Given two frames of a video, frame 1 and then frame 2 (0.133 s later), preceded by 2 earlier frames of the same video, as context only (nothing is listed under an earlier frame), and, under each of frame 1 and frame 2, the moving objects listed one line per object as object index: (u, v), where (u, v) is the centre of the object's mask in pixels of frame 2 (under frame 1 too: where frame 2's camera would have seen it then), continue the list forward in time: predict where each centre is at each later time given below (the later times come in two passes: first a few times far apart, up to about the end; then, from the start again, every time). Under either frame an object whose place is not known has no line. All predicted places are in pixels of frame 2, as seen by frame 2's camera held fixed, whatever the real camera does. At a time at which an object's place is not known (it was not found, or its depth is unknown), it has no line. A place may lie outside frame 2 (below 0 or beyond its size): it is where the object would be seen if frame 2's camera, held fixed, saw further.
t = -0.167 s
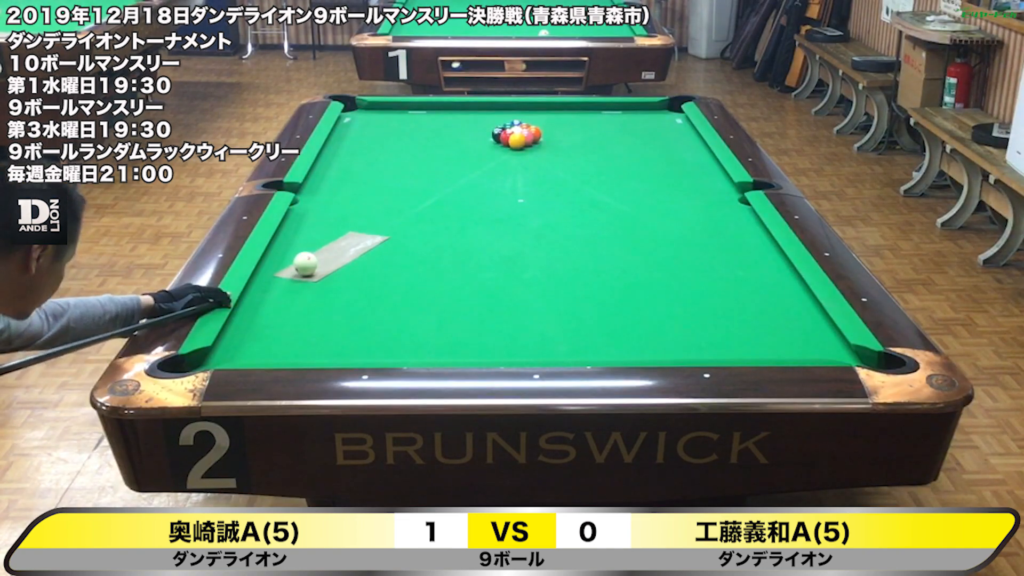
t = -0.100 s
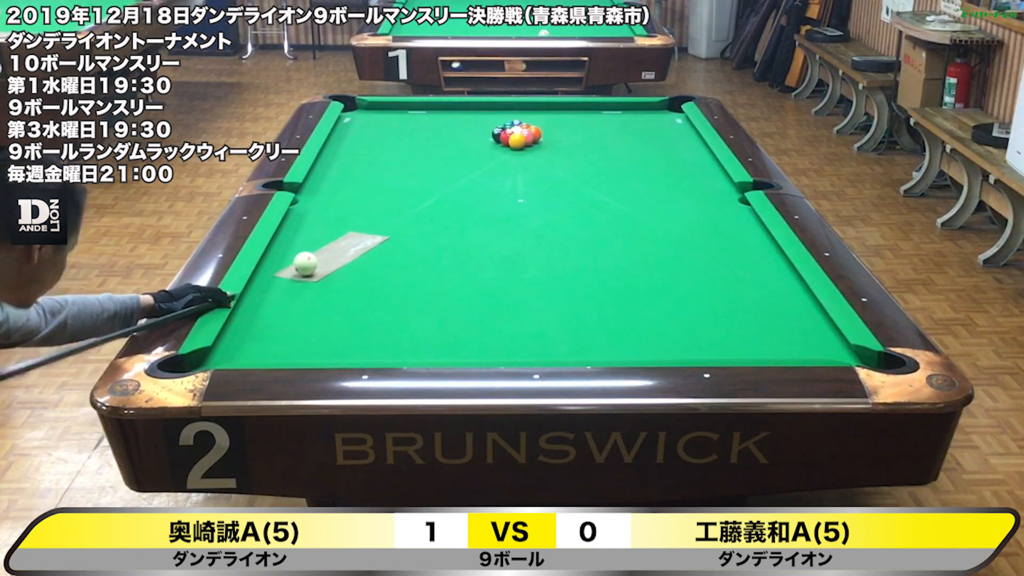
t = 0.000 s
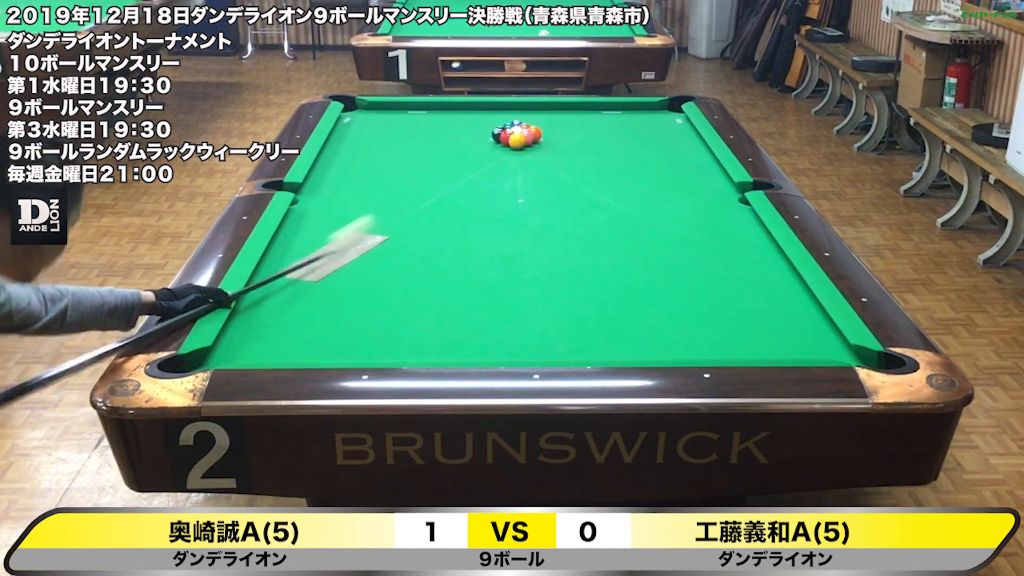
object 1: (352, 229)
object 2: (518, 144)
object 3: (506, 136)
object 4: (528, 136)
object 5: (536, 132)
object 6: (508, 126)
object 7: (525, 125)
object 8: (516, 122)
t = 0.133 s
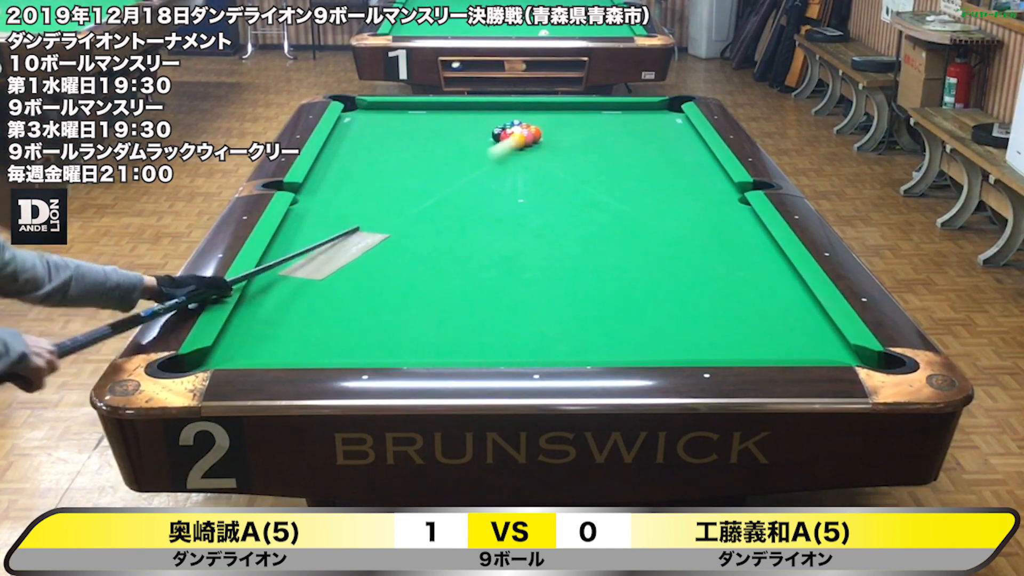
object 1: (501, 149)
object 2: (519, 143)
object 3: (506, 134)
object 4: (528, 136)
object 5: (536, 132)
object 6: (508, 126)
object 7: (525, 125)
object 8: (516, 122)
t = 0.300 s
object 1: (528, 155)
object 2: (551, 148)
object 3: (496, 138)
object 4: (573, 140)
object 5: (671, 110)
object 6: (473, 120)
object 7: (537, 125)
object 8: (492, 107)
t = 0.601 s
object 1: (552, 173)
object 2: (610, 159)
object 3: (474, 140)
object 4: (648, 145)
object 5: (511, 110)
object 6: (425, 106)
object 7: (556, 114)
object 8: (473, 124)
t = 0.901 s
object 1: (577, 191)
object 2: (671, 171)
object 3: (456, 148)
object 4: (691, 151)
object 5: (389, 120)
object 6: (388, 109)
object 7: (573, 106)
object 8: (449, 137)
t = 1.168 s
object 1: (602, 209)
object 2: (723, 183)
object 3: (440, 163)
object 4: (659, 155)
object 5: (377, 133)
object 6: (355, 123)
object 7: (586, 110)
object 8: (427, 145)
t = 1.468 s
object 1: (631, 230)
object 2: (696, 194)
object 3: (422, 181)
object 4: (622, 160)
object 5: (436, 151)
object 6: (352, 131)
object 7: (601, 115)
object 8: (402, 152)
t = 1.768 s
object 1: (663, 253)
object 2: (669, 206)
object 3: (402, 200)
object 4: (586, 164)
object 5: (502, 171)
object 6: (367, 140)
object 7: (614, 120)
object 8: (376, 159)
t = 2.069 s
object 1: (697, 278)
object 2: (642, 219)
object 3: (380, 221)
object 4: (552, 168)
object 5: (574, 193)
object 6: (383, 148)
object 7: (627, 125)
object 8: (351, 165)
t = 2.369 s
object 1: (734, 304)
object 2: (615, 231)
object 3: (356, 243)
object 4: (518, 173)
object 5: (655, 217)
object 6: (398, 157)
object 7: (639, 130)
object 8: (326, 171)
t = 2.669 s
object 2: (587, 244)
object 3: (332, 267)
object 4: (486, 177)
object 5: (745, 245)
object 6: (414, 166)
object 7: (651, 134)
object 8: (323, 176)
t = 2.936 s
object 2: (562, 255)
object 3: (309, 290)
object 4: (457, 180)
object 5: (755, 265)
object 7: (661, 137)
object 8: (330, 179)
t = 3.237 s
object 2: (533, 269)
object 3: (280, 317)
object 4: (428, 186)
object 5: (728, 284)
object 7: (671, 141)
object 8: (337, 182)
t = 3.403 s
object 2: (517, 275)
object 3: (263, 334)
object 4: (413, 190)
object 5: (712, 295)
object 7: (676, 143)
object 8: (341, 184)
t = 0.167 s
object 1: (515, 144)
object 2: (527, 143)
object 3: (504, 136)
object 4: (535, 135)
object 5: (558, 127)
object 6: (504, 125)
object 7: (527, 126)
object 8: (513, 121)
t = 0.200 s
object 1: (518, 147)
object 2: (533, 145)
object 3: (503, 138)
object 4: (545, 137)
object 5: (592, 124)
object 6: (494, 126)
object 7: (530, 127)
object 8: (507, 118)
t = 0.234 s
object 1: (522, 150)
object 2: (539, 146)
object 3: (500, 138)
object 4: (555, 138)
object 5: (627, 118)
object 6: (486, 124)
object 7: (532, 127)
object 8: (501, 114)
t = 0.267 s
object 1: (525, 153)
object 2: (544, 146)
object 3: (498, 138)
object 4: (564, 139)
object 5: (658, 113)
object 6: (479, 122)
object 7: (535, 126)
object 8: (497, 110)
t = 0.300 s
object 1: (528, 155)
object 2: (551, 148)
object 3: (496, 138)
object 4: (573, 140)
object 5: (671, 110)
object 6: (473, 120)
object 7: (537, 125)
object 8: (492, 107)
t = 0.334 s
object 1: (531, 158)
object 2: (557, 149)
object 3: (493, 138)
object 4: (581, 140)
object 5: (648, 108)
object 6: (467, 118)
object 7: (539, 123)
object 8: (489, 107)
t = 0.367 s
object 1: (533, 159)
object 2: (563, 150)
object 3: (491, 139)
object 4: (589, 141)
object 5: (625, 106)
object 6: (461, 116)
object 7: (541, 122)
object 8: (488, 108)
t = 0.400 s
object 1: (536, 161)
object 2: (570, 151)
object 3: (489, 139)
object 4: (598, 142)
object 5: (603, 105)
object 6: (455, 113)
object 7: (544, 121)
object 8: (486, 111)
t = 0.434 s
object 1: (539, 163)
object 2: (576, 153)
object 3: (486, 139)
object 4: (606, 142)
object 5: (585, 106)
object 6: (450, 112)
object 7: (546, 120)
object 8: (483, 113)
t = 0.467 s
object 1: (541, 165)
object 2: (583, 154)
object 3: (484, 139)
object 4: (614, 143)
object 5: (569, 106)
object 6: (444, 110)
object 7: (548, 118)
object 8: (481, 115)
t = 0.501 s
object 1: (544, 167)
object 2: (590, 155)
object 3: (481, 140)
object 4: (622, 143)
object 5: (555, 106)
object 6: (439, 109)
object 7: (550, 117)
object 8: (480, 117)
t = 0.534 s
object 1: (546, 169)
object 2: (596, 156)
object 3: (479, 140)
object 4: (631, 144)
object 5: (539, 108)
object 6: (434, 107)
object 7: (552, 116)
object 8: (477, 120)
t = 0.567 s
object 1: (549, 171)
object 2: (603, 158)
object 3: (477, 140)
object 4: (639, 145)
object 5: (525, 110)
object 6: (428, 106)
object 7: (554, 115)
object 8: (475, 122)
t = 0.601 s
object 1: (552, 173)
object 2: (610, 159)
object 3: (474, 140)
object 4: (648, 145)
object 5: (511, 110)
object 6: (425, 106)
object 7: (556, 114)
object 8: (473, 124)
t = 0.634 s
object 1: (554, 175)
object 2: (616, 160)
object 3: (472, 140)
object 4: (656, 146)
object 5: (497, 112)
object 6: (421, 107)
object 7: (558, 113)
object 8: (471, 125)
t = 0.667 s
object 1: (557, 177)
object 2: (623, 162)
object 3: (470, 140)
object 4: (664, 147)
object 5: (484, 113)
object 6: (417, 108)
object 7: (560, 111)
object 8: (468, 127)
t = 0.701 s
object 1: (560, 179)
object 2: (630, 163)
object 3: (467, 141)
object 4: (673, 147)
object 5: (471, 114)
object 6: (413, 108)
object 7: (562, 110)
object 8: (466, 129)
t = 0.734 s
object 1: (563, 181)
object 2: (636, 164)
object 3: (465, 141)
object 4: (681, 148)
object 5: (457, 115)
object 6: (409, 109)
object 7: (564, 109)
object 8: (463, 130)
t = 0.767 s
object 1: (566, 183)
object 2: (643, 166)
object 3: (463, 142)
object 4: (689, 148)
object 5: (444, 116)
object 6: (405, 111)
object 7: (566, 109)
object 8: (461, 132)
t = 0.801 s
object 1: (569, 185)
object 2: (650, 167)
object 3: (461, 142)
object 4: (698, 149)
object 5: (430, 117)
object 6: (401, 111)
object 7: (567, 108)
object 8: (458, 133)
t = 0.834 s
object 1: (572, 187)
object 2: (657, 169)
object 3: (459, 145)
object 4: (701, 150)
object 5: (417, 118)
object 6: (396, 112)
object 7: (569, 107)
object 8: (454, 134)
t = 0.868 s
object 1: (574, 189)
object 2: (664, 170)
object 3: (458, 147)
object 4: (696, 151)
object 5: (403, 119)
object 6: (390, 112)
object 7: (571, 106)
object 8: (452, 136)
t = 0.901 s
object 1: (577, 191)
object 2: (671, 171)
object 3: (456, 148)
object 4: (691, 151)
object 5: (389, 120)
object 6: (388, 109)
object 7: (573, 106)
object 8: (449, 137)
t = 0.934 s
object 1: (580, 194)
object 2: (678, 173)
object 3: (454, 150)
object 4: (688, 152)
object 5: (375, 121)
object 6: (386, 114)
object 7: (574, 106)
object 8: (446, 138)
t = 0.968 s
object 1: (583, 196)
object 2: (685, 174)
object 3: (452, 152)
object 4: (683, 152)
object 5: (361, 122)
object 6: (380, 117)
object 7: (576, 106)
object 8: (444, 140)
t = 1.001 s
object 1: (586, 198)
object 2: (692, 175)
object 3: (450, 154)
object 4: (679, 153)
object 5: (347, 123)
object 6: (376, 117)
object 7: (578, 107)
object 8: (441, 141)
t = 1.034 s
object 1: (589, 200)
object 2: (699, 177)
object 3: (448, 156)
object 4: (675, 153)
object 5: (346, 125)
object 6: (372, 118)
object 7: (580, 108)
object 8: (438, 142)
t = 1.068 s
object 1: (592, 202)
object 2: (706, 178)
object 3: (446, 157)
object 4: (671, 154)
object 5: (355, 127)
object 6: (368, 119)
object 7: (581, 108)
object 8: (436, 143)
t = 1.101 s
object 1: (596, 205)
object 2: (713, 180)
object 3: (444, 159)
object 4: (667, 154)
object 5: (362, 129)
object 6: (364, 117)
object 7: (583, 109)
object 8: (433, 144)
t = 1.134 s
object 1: (599, 206)
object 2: (720, 181)
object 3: (442, 161)
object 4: (663, 155)
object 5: (370, 131)
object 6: (359, 121)
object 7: (584, 109)
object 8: (430, 144)
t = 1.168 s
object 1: (602, 209)
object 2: (723, 183)
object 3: (440, 163)
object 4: (659, 155)
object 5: (377, 133)
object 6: (355, 123)
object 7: (586, 110)
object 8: (427, 145)
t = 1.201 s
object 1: (605, 211)
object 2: (719, 184)
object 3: (438, 165)
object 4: (655, 156)
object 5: (383, 135)
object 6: (351, 124)
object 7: (588, 110)
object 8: (424, 146)
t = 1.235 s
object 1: (608, 213)
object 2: (717, 185)
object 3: (436, 167)
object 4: (650, 156)
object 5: (390, 137)
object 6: (346, 125)
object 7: (589, 111)
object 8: (422, 147)
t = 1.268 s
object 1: (611, 216)
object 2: (713, 186)
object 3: (434, 169)
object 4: (646, 157)
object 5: (396, 139)
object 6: (343, 125)
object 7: (591, 112)
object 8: (419, 148)
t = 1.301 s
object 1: (614, 218)
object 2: (711, 187)
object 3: (432, 171)
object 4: (642, 157)
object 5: (402, 140)
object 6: (343, 125)
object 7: (593, 112)
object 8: (416, 148)
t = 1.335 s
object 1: (618, 221)
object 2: (708, 189)
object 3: (430, 173)
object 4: (638, 158)
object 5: (407, 140)
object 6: (345, 127)
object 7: (594, 113)
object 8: (414, 149)
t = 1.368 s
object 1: (621, 223)
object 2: (705, 190)
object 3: (428, 175)
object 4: (634, 158)
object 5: (419, 143)
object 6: (346, 127)
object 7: (596, 113)
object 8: (410, 150)
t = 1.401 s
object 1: (624, 225)
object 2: (702, 191)
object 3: (426, 177)
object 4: (630, 159)
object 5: (424, 147)
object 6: (348, 128)
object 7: (597, 114)
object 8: (407, 150)
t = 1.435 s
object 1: (628, 228)
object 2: (699, 193)
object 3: (424, 179)
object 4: (626, 159)
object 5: (430, 149)
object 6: (350, 128)
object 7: (599, 114)
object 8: (405, 151)
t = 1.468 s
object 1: (631, 230)
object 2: (696, 194)
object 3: (422, 181)
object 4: (622, 160)
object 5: (436, 151)
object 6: (352, 131)
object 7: (601, 115)
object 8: (402, 152)
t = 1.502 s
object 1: (634, 233)
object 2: (693, 195)
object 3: (419, 183)
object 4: (618, 160)
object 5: (444, 153)
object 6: (353, 132)
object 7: (602, 116)
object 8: (399, 153)
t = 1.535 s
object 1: (638, 235)
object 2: (690, 197)
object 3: (417, 185)
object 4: (614, 161)
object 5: (451, 155)
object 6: (355, 133)
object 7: (604, 116)
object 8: (396, 153)
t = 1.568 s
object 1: (641, 238)
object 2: (687, 198)
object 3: (415, 187)
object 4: (610, 161)
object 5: (458, 158)
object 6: (357, 134)
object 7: (605, 117)
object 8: (393, 154)
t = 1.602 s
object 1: (645, 240)
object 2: (685, 199)
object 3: (413, 189)
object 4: (606, 162)
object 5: (465, 159)
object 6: (358, 135)
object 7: (606, 117)
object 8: (390, 155)
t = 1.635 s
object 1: (648, 243)
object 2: (682, 201)
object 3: (411, 191)
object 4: (602, 162)
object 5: (472, 161)
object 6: (360, 136)
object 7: (608, 118)
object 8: (387, 156)
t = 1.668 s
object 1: (652, 245)
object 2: (678, 202)
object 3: (409, 194)
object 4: (598, 163)
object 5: (479, 164)
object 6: (362, 137)
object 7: (610, 118)
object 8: (385, 156)
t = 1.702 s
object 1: (655, 248)
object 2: (675, 204)
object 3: (406, 196)
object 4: (594, 163)
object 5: (487, 166)
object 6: (364, 138)
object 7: (611, 119)
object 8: (382, 157)
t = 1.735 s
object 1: (659, 251)
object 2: (672, 205)
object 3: (404, 198)
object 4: (590, 164)
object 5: (494, 168)
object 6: (365, 139)
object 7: (613, 119)
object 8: (379, 158)
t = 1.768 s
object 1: (663, 253)
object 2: (669, 206)
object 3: (402, 200)
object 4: (586, 164)
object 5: (502, 171)
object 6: (367, 140)
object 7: (614, 120)
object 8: (376, 159)
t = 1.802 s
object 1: (666, 256)
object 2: (667, 207)
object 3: (399, 202)
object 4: (582, 164)
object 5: (510, 173)
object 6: (369, 141)
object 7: (616, 120)
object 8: (374, 159)
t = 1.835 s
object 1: (670, 259)
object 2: (664, 209)
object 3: (397, 205)
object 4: (579, 165)
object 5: (518, 175)
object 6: (371, 141)
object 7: (617, 121)
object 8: (371, 160)
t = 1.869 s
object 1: (674, 261)
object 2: (660, 210)
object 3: (395, 207)
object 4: (575, 165)
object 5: (525, 178)
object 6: (372, 143)
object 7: (619, 122)
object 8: (368, 161)
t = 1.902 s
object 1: (678, 264)
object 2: (657, 211)
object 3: (392, 209)
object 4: (571, 166)
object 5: (533, 180)
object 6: (374, 144)
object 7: (620, 122)
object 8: (365, 161)
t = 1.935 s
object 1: (682, 267)
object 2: (654, 213)
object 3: (390, 211)
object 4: (567, 166)
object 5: (541, 183)
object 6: (376, 144)
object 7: (622, 123)
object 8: (363, 162)
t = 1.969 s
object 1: (685, 269)
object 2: (651, 214)
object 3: (387, 214)
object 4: (563, 167)
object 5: (549, 185)
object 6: (378, 145)
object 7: (623, 123)
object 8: (360, 163)
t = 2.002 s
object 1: (689, 272)
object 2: (648, 216)
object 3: (385, 216)
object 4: (559, 167)
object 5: (558, 188)
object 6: (379, 147)
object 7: (624, 124)
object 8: (357, 163)
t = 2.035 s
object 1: (693, 275)
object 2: (645, 217)
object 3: (383, 218)
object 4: (555, 168)
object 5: (566, 190)
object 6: (381, 148)
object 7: (626, 124)
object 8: (354, 164)
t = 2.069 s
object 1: (697, 278)
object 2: (642, 219)
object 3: (380, 221)
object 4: (552, 168)
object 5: (574, 193)
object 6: (383, 148)
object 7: (627, 125)
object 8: (351, 165)
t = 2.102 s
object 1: (701, 281)
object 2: (639, 220)
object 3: (378, 223)
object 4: (548, 169)
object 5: (583, 195)
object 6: (384, 150)
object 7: (628, 126)
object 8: (348, 166)
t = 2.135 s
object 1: (705, 283)
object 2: (636, 221)
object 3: (375, 226)
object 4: (544, 169)
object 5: (592, 198)
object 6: (386, 150)
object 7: (630, 126)
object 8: (346, 166)
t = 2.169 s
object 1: (709, 286)
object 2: (633, 223)
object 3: (372, 228)
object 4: (540, 170)
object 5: (600, 201)
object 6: (388, 151)
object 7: (631, 127)
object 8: (343, 167)
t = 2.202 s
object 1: (713, 290)
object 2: (630, 224)
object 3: (370, 230)
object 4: (537, 170)
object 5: (609, 203)
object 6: (390, 152)
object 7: (633, 127)
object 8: (340, 168)
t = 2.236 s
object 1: (717, 292)
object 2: (627, 225)
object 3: (367, 233)
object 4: (533, 171)
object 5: (618, 205)
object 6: (391, 153)
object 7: (634, 127)
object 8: (337, 168)
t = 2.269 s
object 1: (721, 295)
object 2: (624, 227)
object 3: (365, 235)
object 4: (529, 171)
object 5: (627, 208)
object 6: (393, 154)
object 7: (635, 128)
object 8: (334, 169)
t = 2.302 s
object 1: (725, 298)
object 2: (621, 228)
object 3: (362, 238)
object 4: (525, 172)
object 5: (636, 212)
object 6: (395, 155)
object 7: (637, 129)
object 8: (332, 170)
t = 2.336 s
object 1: (729, 301)
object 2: (618, 230)
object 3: (359, 240)
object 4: (522, 172)
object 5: (646, 215)
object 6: (397, 156)
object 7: (638, 129)
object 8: (329, 171)
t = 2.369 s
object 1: (734, 304)
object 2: (615, 231)
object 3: (356, 243)
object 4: (518, 173)
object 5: (655, 217)
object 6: (398, 157)
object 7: (639, 130)
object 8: (326, 171)
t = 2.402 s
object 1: (738, 307)
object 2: (612, 233)
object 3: (354, 246)
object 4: (514, 173)
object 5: (665, 221)
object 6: (400, 158)
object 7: (641, 130)
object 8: (323, 172)
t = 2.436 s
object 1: (742, 310)
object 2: (609, 234)
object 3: (351, 248)
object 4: (511, 174)
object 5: (674, 223)
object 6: (402, 159)
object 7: (642, 131)
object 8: (320, 172)
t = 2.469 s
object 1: (747, 313)
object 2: (605, 235)
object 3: (348, 251)
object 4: (507, 174)
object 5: (684, 226)
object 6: (403, 160)
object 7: (643, 131)
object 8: (318, 173)
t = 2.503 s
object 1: (751, 316)
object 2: (602, 237)
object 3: (345, 253)
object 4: (503, 174)
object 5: (694, 229)
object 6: (405, 161)
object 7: (645, 131)
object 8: (318, 174)
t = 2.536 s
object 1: (755, 319)
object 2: (599, 238)
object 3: (343, 257)
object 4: (500, 175)
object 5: (703, 232)
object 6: (407, 162)
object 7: (646, 132)
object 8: (319, 174)
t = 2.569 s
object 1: (760, 323)
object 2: (596, 240)
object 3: (340, 259)
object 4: (496, 175)
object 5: (713, 235)
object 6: (408, 163)
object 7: (647, 132)
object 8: (320, 175)
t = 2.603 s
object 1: (765, 326)
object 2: (593, 241)
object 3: (337, 261)
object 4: (492, 176)
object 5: (724, 239)
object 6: (410, 164)
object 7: (649, 133)
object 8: (321, 175)
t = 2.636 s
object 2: (590, 242)
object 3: (334, 264)
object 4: (489, 176)
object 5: (734, 242)
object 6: (412, 165)
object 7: (650, 133)
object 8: (322, 175)
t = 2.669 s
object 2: (587, 244)
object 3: (332, 267)
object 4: (486, 177)
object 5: (745, 245)
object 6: (414, 166)
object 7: (651, 134)
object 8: (323, 176)
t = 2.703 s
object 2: (584, 245)
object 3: (329, 269)
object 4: (482, 177)
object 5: (755, 248)
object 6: (415, 167)
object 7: (652, 134)
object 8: (324, 176)
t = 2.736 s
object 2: (581, 247)
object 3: (326, 272)
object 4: (478, 177)
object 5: (766, 251)
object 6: (417, 168)
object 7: (654, 134)
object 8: (325, 177)
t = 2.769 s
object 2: (577, 248)
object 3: (323, 275)
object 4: (475, 178)
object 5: (773, 255)
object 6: (419, 169)
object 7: (655, 135)
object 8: (326, 177)
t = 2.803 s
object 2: (574, 249)
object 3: (320, 278)
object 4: (471, 178)
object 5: (767, 257)
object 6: (420, 170)
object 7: (656, 135)
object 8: (327, 178)
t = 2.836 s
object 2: (571, 251)
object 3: (317, 281)
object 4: (468, 179)
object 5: (764, 259)
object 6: (422, 171)
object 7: (657, 136)
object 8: (327, 178)
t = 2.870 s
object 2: (568, 252)
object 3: (314, 284)
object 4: (464, 179)
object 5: (761, 261)
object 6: (424, 171)
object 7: (658, 136)
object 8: (328, 178)
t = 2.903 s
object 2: (565, 254)
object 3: (312, 287)
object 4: (461, 180)
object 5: (758, 263)
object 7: (660, 137)
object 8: (329, 179)
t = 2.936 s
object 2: (562, 255)
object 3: (309, 290)
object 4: (457, 180)
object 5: (755, 265)
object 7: (661, 137)
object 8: (330, 179)
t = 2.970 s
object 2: (559, 256)
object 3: (306, 292)
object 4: (454, 181)
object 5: (752, 267)
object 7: (662, 137)
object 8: (331, 179)
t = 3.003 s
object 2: (555, 258)
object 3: (303, 295)
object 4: (451, 181)
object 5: (749, 269)
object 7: (663, 138)
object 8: (332, 180)
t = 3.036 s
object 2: (552, 260)
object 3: (299, 299)
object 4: (447, 182)
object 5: (746, 272)
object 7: (664, 138)
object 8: (333, 180)
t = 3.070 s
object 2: (549, 261)
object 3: (296, 302)
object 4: (444, 182)
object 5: (743, 274)
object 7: (666, 139)
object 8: (334, 181)
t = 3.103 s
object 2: (546, 263)
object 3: (293, 305)
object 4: (440, 183)
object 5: (740, 276)
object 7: (667, 139)
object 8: (334, 181)
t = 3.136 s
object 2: (543, 264)
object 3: (290, 308)
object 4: (437, 184)
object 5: (737, 278)
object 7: (668, 140)
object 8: (335, 181)
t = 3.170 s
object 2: (540, 265)
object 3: (287, 311)
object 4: (434, 185)
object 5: (734, 280)
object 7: (669, 140)
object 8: (336, 182)
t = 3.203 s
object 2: (536, 267)
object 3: (283, 314)
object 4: (431, 185)
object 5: (731, 282)
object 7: (670, 140)
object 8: (336, 182)
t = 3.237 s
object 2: (533, 269)
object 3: (280, 317)
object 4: (428, 186)
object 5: (728, 284)
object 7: (671, 141)
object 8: (337, 182)
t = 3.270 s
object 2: (530, 270)
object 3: (277, 321)
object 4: (425, 187)
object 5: (724, 286)
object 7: (672, 141)
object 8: (338, 183)
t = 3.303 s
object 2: (527, 271)
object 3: (273, 324)
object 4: (422, 188)
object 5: (721, 289)
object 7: (673, 141)
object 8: (339, 183)
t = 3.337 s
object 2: (524, 273)
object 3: (270, 327)
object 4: (419, 189)
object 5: (718, 290)
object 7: (674, 142)
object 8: (339, 184)
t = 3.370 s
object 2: (521, 274)
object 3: (267, 331)
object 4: (416, 190)
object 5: (715, 293)
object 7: (675, 142)
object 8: (340, 184)
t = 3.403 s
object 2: (517, 275)
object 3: (263, 334)
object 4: (413, 190)
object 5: (712, 295)
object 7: (676, 143)
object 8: (341, 184)
